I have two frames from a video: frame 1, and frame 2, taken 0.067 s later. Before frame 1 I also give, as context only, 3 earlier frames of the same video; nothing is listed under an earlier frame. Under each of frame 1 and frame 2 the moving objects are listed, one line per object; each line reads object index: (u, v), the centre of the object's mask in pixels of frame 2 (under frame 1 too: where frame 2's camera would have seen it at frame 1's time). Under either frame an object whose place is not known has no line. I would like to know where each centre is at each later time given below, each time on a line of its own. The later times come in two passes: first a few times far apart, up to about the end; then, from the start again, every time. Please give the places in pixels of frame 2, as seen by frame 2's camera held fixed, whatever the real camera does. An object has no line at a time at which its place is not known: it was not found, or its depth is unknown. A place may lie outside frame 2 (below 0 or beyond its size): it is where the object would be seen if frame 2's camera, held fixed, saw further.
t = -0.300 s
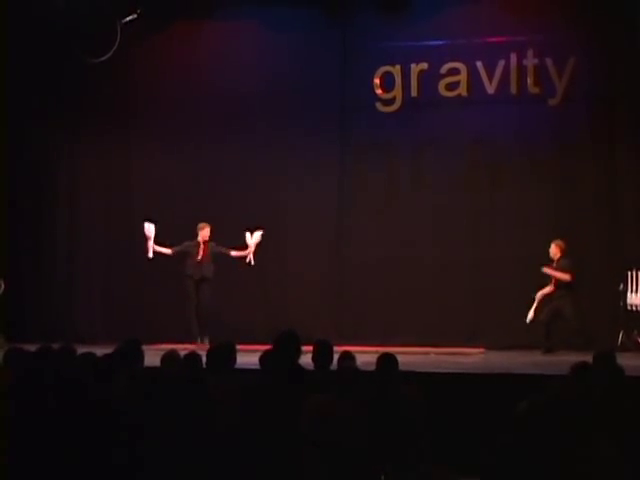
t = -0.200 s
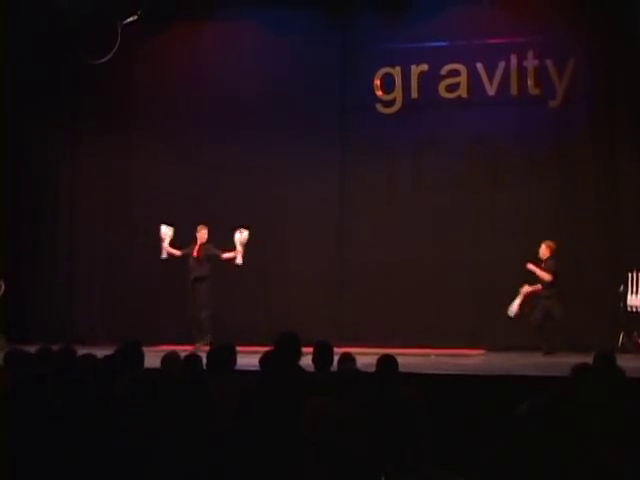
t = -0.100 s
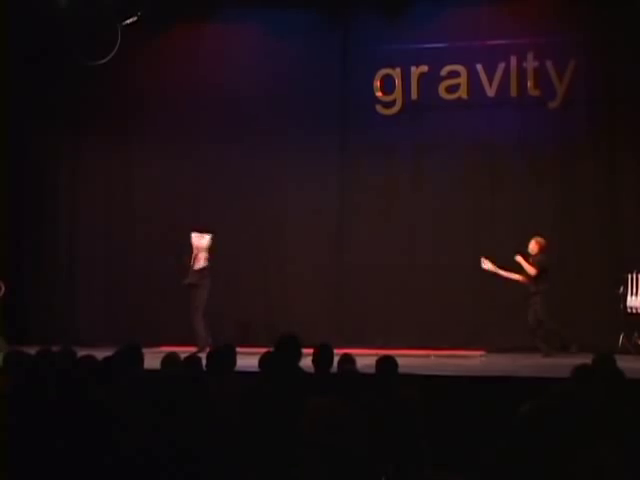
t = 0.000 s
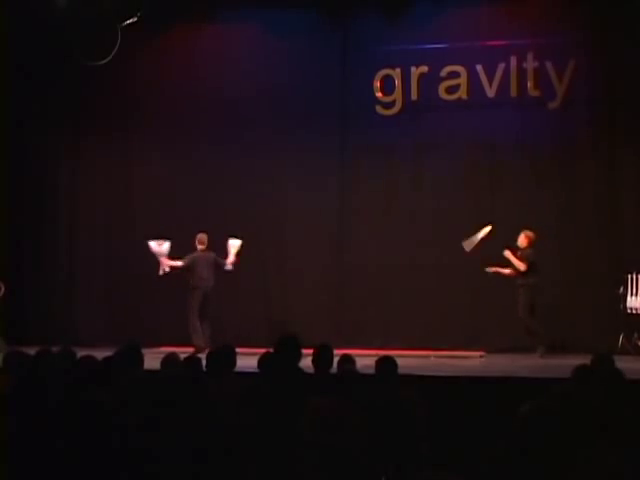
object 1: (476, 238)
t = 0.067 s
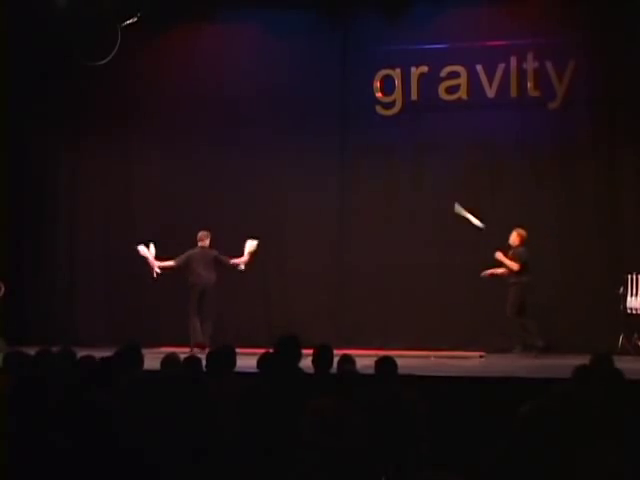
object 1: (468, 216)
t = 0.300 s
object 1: (437, 181)
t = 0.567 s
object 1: (407, 179)
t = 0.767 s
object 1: (379, 207)
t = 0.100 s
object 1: (465, 209)
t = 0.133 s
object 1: (461, 202)
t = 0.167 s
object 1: (456, 196)
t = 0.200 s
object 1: (452, 191)
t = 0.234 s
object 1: (449, 187)
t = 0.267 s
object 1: (444, 185)
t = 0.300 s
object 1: (437, 181)
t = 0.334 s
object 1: (431, 178)
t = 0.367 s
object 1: (427, 174)
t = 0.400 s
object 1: (425, 172)
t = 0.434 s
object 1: (421, 173)
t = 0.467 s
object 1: (417, 172)
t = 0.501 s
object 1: (413, 173)
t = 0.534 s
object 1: (411, 175)
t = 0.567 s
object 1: (407, 179)
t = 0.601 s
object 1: (401, 184)
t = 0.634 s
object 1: (396, 188)
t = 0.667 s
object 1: (390, 192)
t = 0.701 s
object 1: (386, 196)
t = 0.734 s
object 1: (383, 201)
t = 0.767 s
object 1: (379, 207)
